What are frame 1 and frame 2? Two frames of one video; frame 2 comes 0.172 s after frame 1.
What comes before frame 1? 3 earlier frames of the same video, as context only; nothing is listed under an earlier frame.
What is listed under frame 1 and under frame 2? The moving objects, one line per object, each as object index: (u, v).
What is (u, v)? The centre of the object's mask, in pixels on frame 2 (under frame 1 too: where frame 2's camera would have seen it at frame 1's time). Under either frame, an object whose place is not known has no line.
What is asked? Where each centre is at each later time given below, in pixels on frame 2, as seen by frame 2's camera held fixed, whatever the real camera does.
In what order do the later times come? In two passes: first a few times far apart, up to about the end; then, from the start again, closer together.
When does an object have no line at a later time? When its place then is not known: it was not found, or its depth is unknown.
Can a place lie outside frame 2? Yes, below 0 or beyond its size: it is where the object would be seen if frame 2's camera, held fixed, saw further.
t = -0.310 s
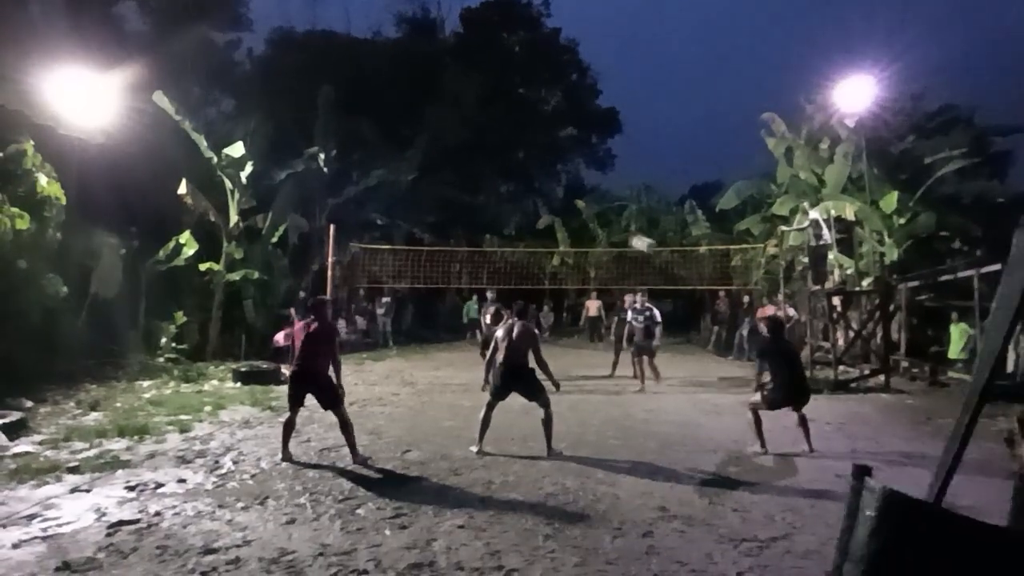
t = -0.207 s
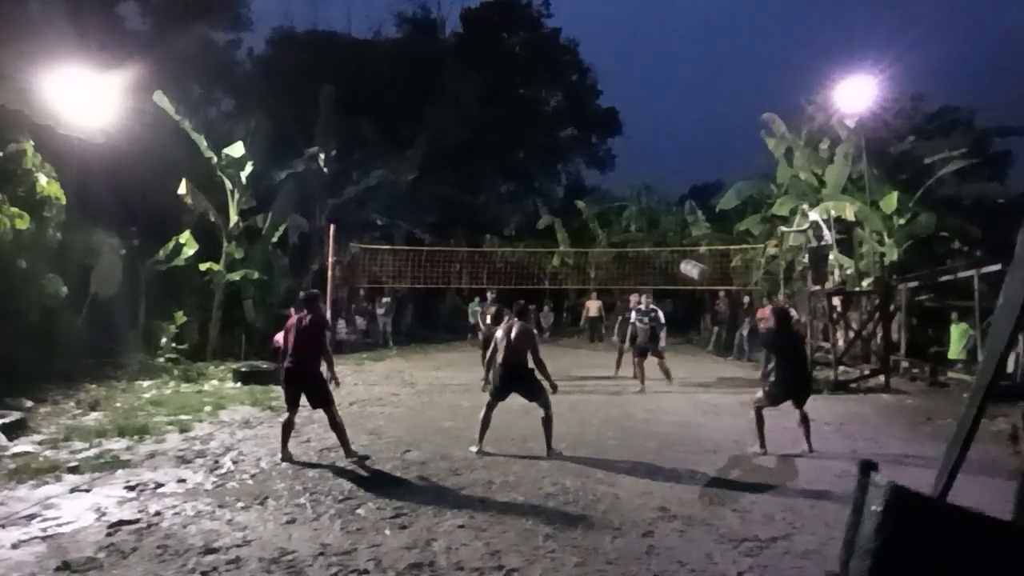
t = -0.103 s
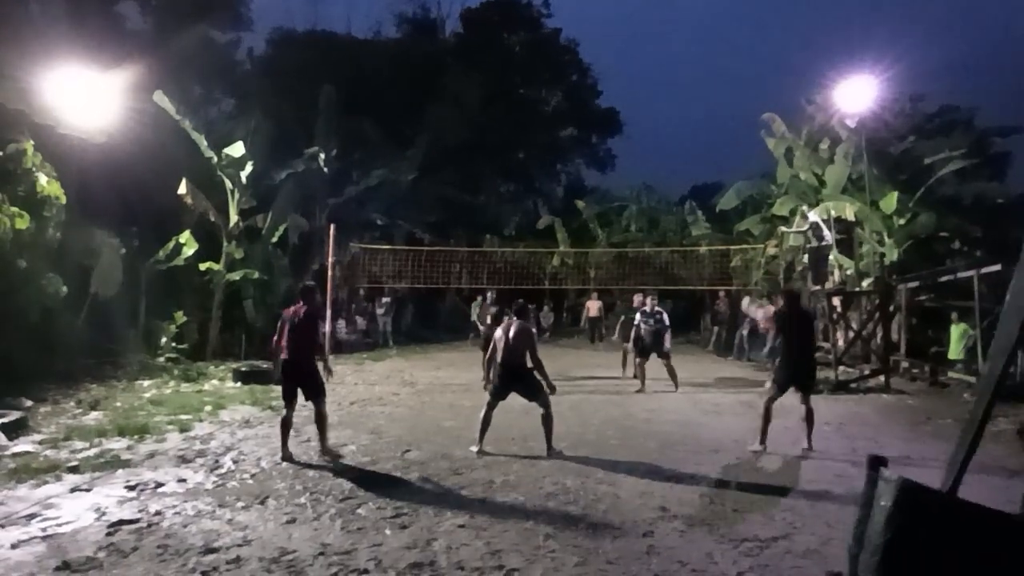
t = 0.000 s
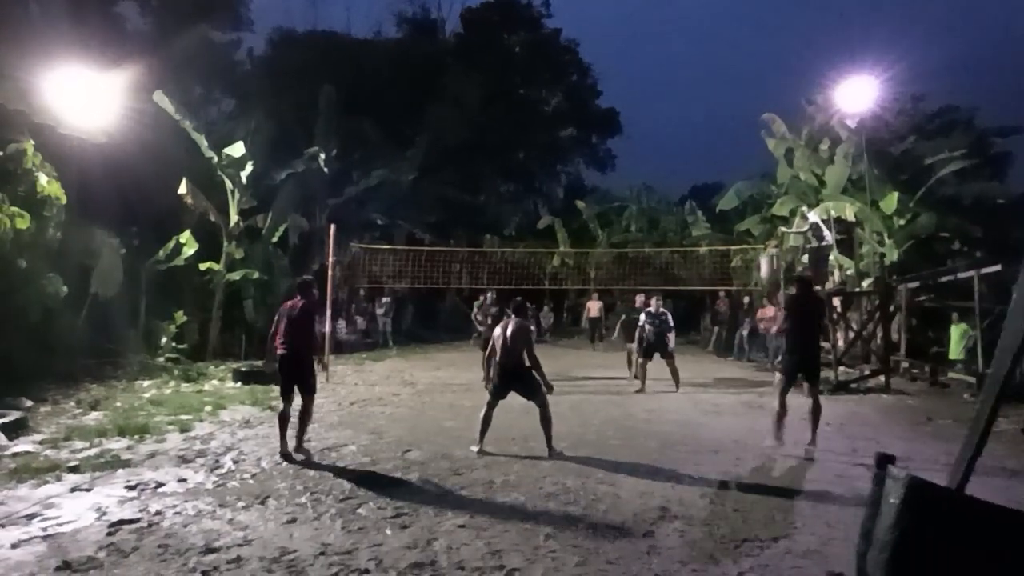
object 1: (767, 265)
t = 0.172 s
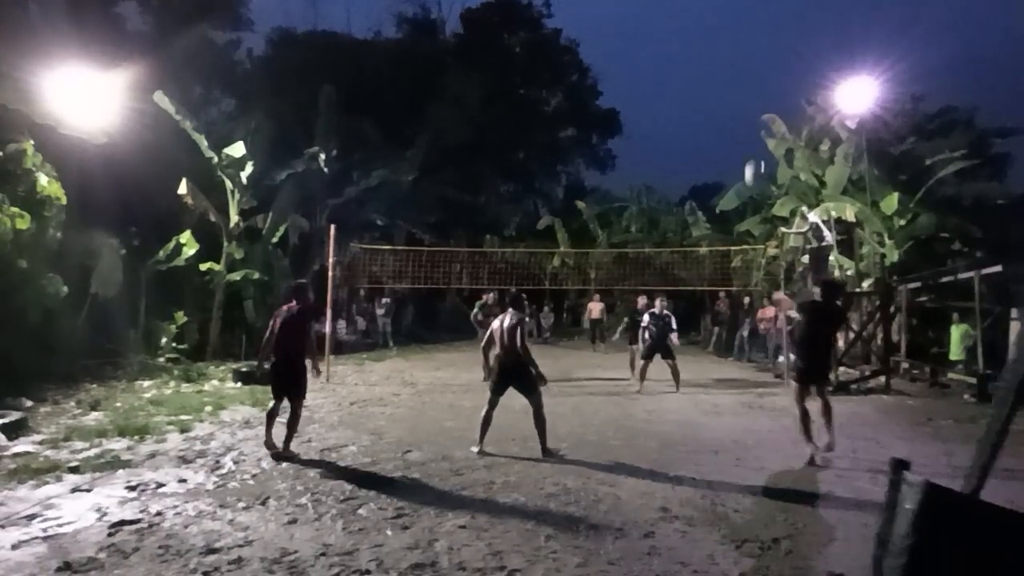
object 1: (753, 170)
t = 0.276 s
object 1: (744, 131)
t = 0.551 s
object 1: (721, 76)
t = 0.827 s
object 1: (701, 84)
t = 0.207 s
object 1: (749, 155)
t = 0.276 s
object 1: (744, 131)
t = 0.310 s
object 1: (741, 120)
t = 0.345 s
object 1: (738, 110)
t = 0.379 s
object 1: (734, 101)
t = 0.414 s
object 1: (732, 95)
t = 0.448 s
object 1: (729, 89)
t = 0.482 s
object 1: (726, 84)
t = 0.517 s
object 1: (723, 80)
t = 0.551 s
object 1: (721, 76)
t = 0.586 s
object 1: (718, 74)
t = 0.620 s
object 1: (716, 73)
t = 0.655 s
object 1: (713, 73)
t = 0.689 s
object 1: (711, 73)
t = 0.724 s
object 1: (708, 74)
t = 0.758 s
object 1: (706, 77)
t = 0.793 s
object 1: (703, 79)
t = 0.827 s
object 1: (701, 84)
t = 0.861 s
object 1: (699, 88)
